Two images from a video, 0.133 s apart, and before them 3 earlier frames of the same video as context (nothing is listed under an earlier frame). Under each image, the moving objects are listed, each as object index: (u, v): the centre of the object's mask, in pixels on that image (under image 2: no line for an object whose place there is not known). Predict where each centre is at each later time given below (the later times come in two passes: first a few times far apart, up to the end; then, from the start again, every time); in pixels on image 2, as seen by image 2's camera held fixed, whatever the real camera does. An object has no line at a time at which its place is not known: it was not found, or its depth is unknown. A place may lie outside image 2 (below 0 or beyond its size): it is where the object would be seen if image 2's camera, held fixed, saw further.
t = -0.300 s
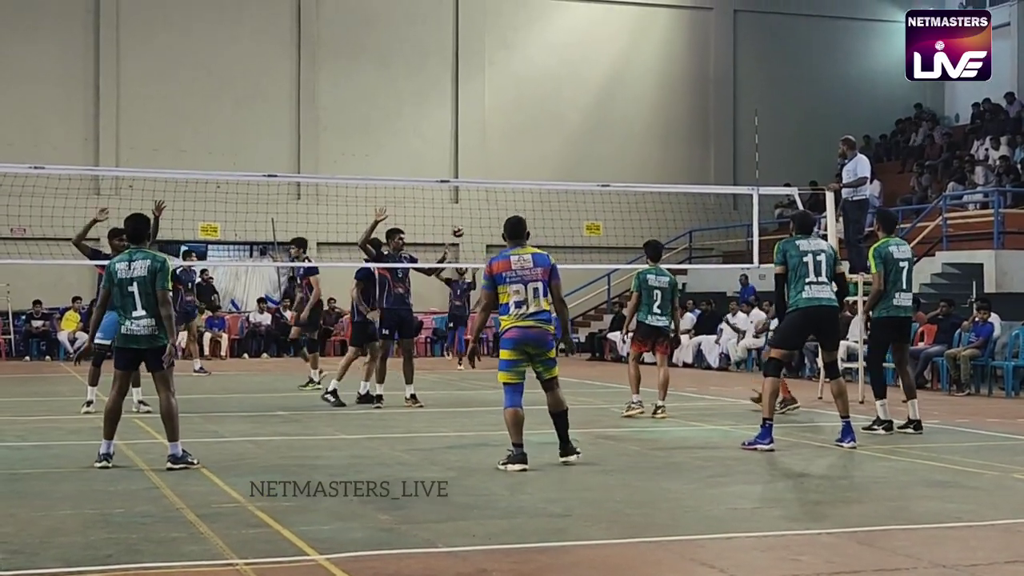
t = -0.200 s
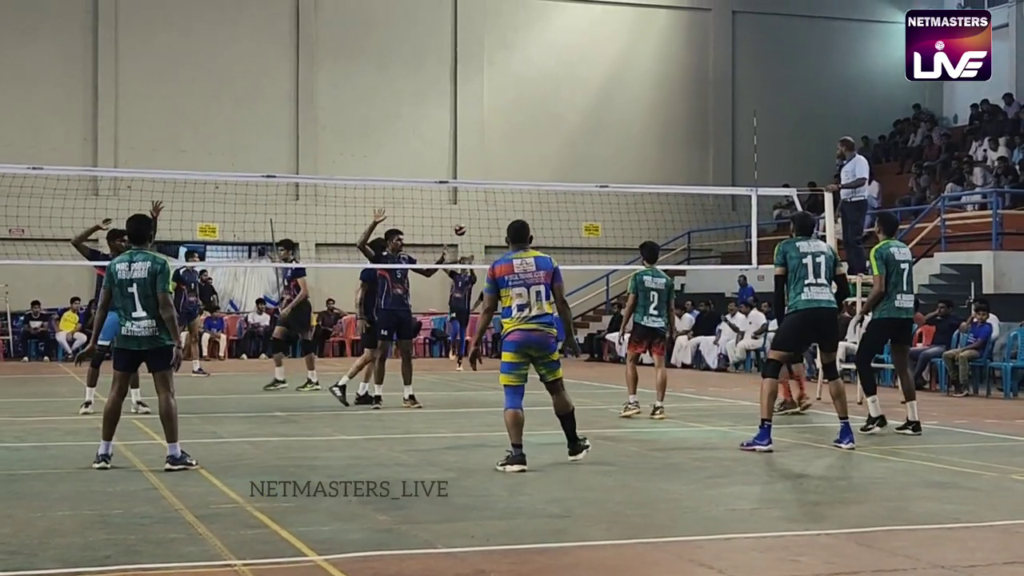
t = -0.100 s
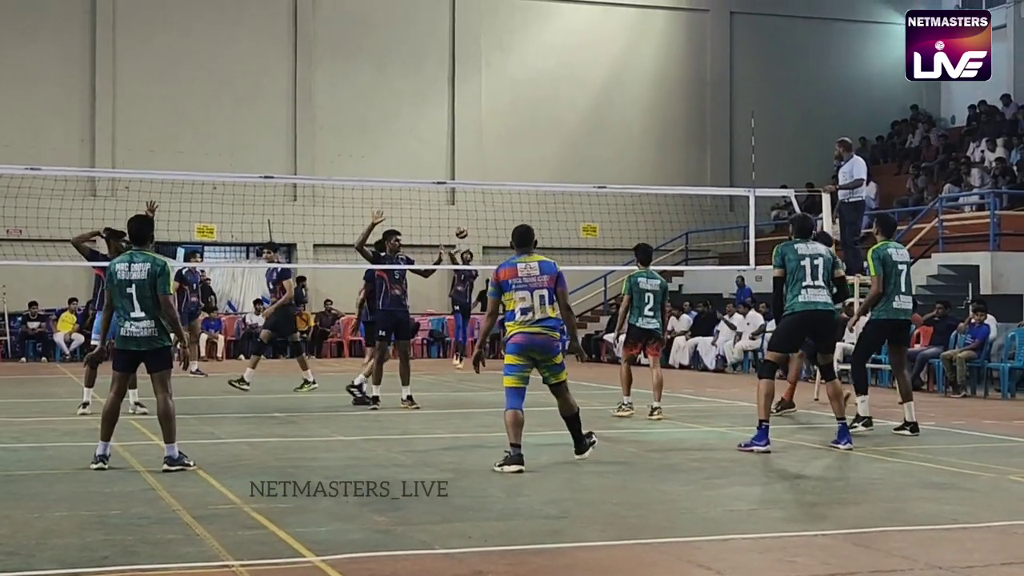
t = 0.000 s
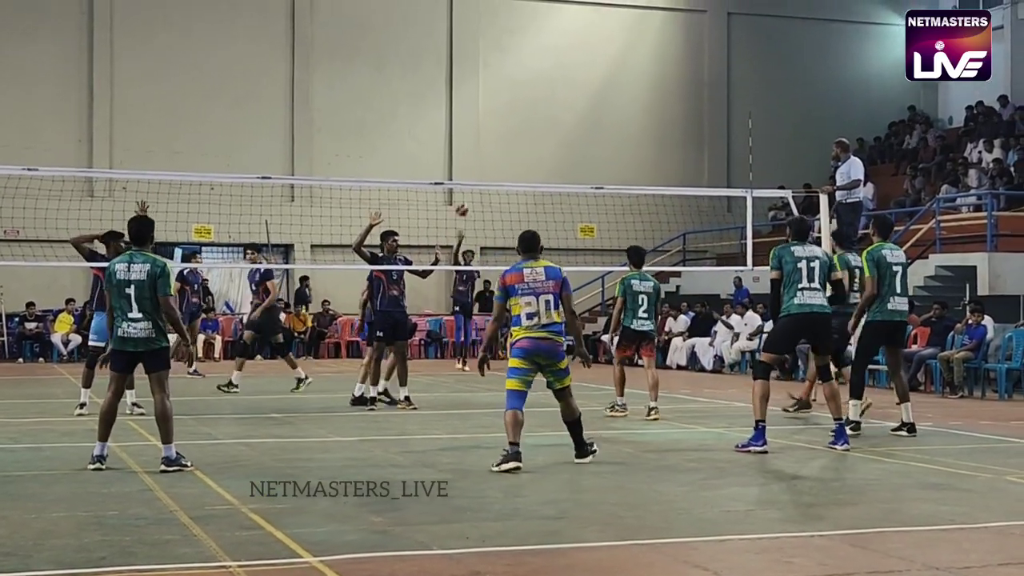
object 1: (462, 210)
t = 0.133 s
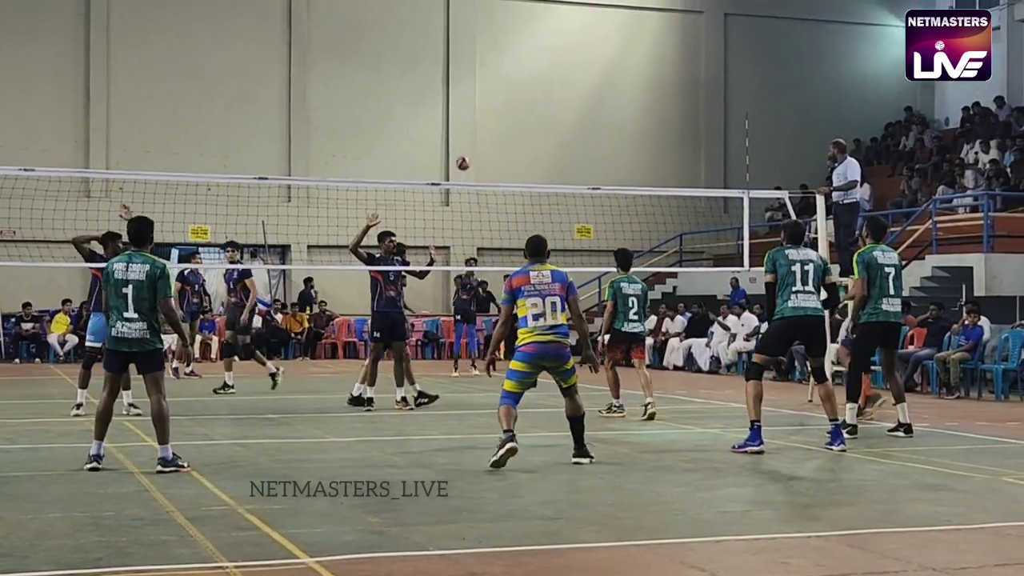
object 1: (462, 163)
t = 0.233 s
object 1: (467, 131)
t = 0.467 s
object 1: (480, 72)
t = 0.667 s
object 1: (492, 43)
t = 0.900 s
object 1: (506, 60)
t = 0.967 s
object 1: (512, 78)
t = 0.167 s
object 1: (464, 153)
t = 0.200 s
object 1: (465, 143)
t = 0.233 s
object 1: (467, 131)
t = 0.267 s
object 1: (468, 121)
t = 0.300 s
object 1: (470, 112)
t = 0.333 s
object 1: (471, 102)
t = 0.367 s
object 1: (473, 94)
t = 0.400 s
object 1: (475, 86)
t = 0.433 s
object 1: (478, 79)
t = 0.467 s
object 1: (480, 72)
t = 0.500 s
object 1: (482, 65)
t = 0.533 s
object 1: (484, 59)
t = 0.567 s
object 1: (486, 54)
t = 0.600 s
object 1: (489, 49)
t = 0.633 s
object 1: (491, 46)
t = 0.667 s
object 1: (492, 43)
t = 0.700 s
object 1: (493, 42)
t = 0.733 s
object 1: (495, 42)
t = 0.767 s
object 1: (497, 43)
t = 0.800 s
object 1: (499, 45)
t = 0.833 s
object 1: (500, 48)
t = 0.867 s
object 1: (503, 53)
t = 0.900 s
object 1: (506, 60)
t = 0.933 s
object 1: (508, 67)
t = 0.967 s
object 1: (512, 78)
